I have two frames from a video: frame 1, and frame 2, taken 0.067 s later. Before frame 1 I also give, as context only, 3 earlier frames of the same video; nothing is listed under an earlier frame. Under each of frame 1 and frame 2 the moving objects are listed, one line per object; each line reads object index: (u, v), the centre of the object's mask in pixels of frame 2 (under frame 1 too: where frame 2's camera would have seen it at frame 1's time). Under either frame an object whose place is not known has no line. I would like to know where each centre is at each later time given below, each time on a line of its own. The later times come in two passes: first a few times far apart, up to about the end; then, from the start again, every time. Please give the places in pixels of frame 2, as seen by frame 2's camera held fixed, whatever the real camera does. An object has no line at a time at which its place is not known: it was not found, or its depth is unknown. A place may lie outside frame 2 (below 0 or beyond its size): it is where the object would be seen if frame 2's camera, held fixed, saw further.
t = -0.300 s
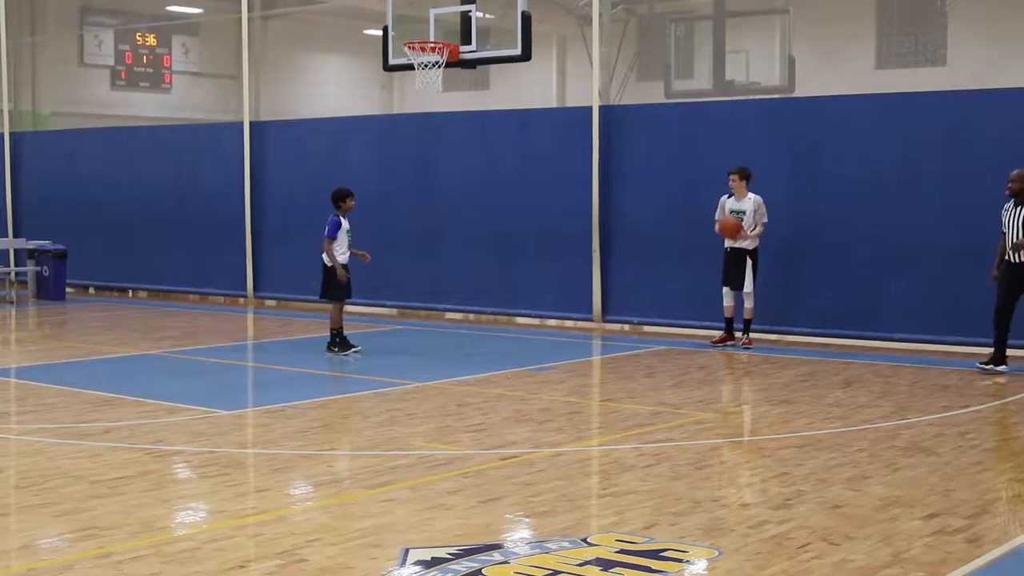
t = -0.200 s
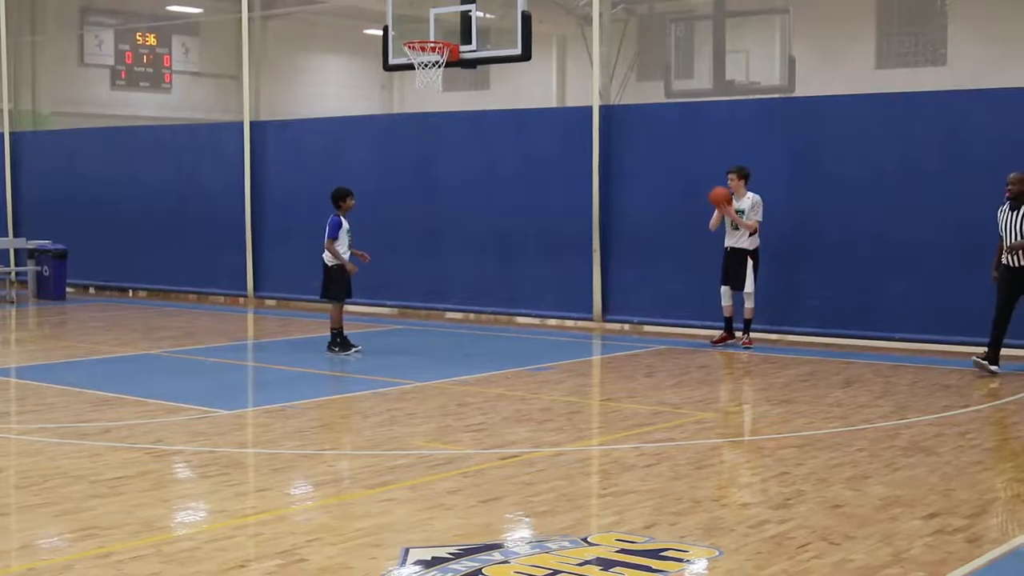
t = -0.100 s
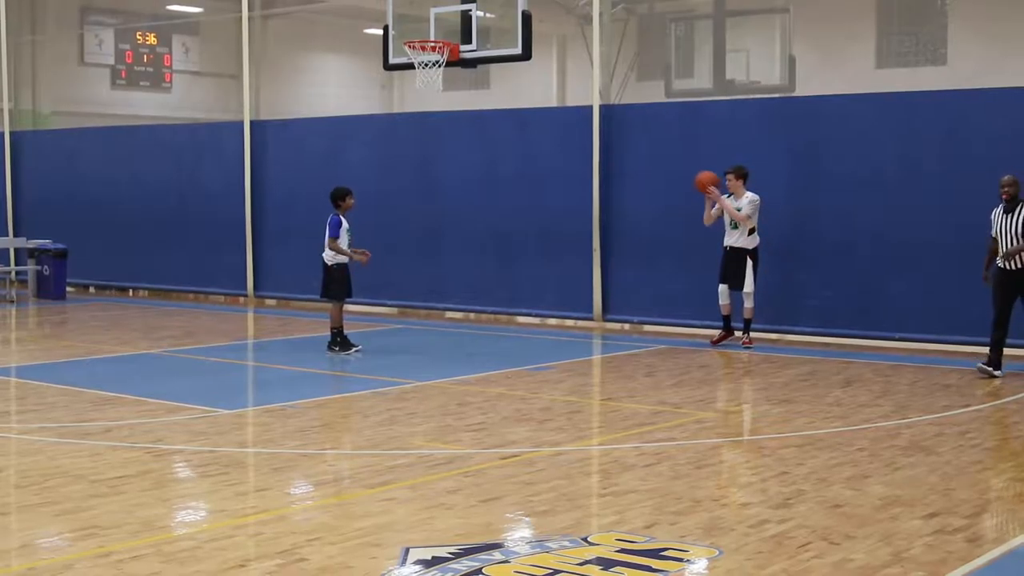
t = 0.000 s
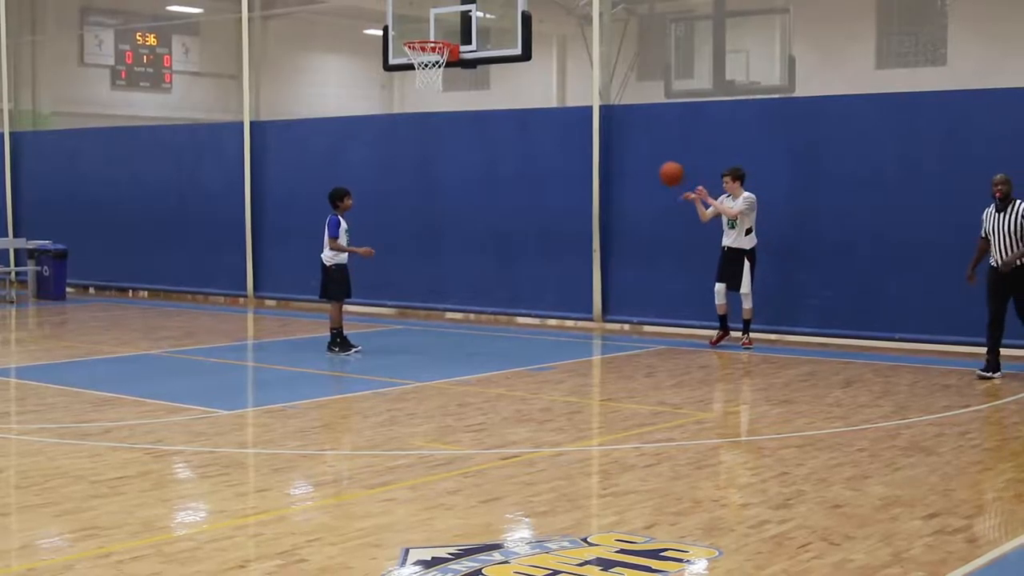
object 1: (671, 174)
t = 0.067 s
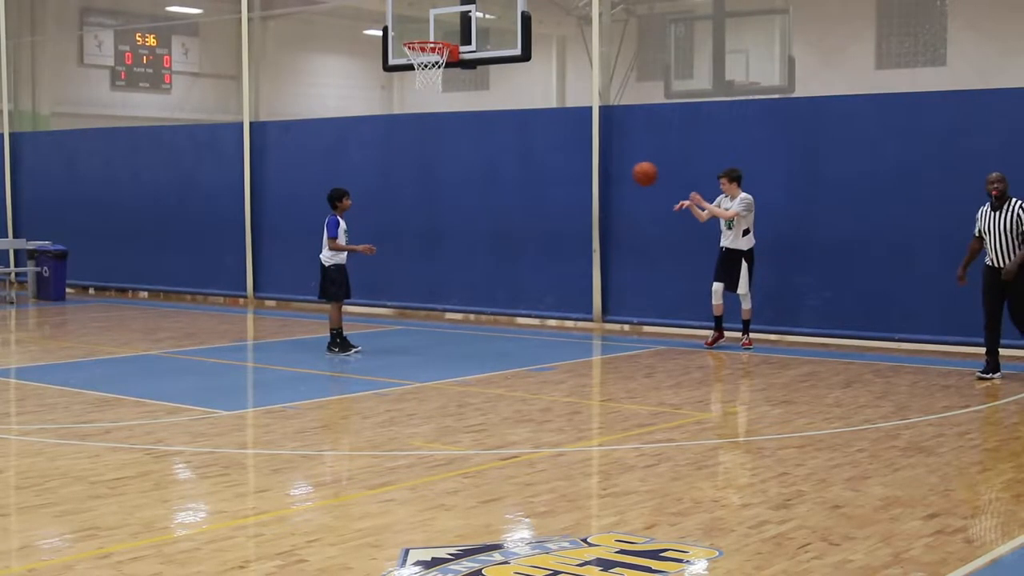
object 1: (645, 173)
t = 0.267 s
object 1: (564, 200)
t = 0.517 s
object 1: (461, 291)
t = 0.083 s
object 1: (638, 174)
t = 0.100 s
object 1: (632, 175)
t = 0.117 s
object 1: (625, 176)
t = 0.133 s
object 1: (619, 177)
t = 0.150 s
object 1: (612, 179)
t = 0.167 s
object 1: (606, 182)
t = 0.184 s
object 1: (599, 184)
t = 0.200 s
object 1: (592, 187)
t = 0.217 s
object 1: (584, 189)
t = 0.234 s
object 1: (577, 193)
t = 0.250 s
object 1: (571, 196)
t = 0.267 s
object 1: (564, 200)
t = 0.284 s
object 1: (558, 203)
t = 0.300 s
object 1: (551, 208)
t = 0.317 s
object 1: (544, 213)
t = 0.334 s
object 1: (537, 218)
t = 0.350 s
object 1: (531, 223)
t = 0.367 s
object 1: (524, 228)
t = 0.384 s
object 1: (517, 234)
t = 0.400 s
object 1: (510, 240)
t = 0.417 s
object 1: (503, 247)
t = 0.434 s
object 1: (495, 253)
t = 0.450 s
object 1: (489, 260)
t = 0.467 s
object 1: (482, 267)
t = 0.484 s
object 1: (475, 274)
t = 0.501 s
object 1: (469, 282)
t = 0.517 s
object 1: (461, 291)
